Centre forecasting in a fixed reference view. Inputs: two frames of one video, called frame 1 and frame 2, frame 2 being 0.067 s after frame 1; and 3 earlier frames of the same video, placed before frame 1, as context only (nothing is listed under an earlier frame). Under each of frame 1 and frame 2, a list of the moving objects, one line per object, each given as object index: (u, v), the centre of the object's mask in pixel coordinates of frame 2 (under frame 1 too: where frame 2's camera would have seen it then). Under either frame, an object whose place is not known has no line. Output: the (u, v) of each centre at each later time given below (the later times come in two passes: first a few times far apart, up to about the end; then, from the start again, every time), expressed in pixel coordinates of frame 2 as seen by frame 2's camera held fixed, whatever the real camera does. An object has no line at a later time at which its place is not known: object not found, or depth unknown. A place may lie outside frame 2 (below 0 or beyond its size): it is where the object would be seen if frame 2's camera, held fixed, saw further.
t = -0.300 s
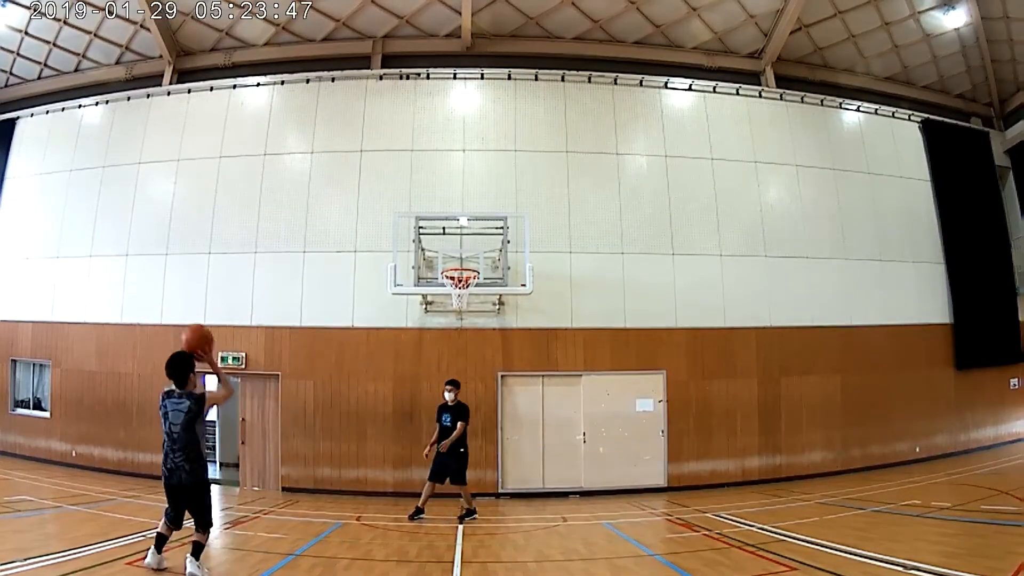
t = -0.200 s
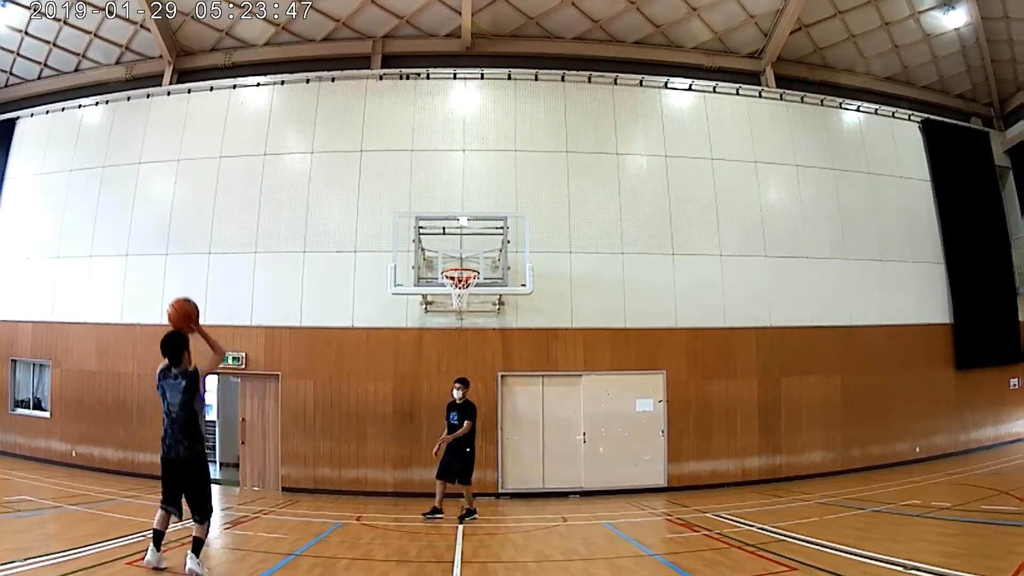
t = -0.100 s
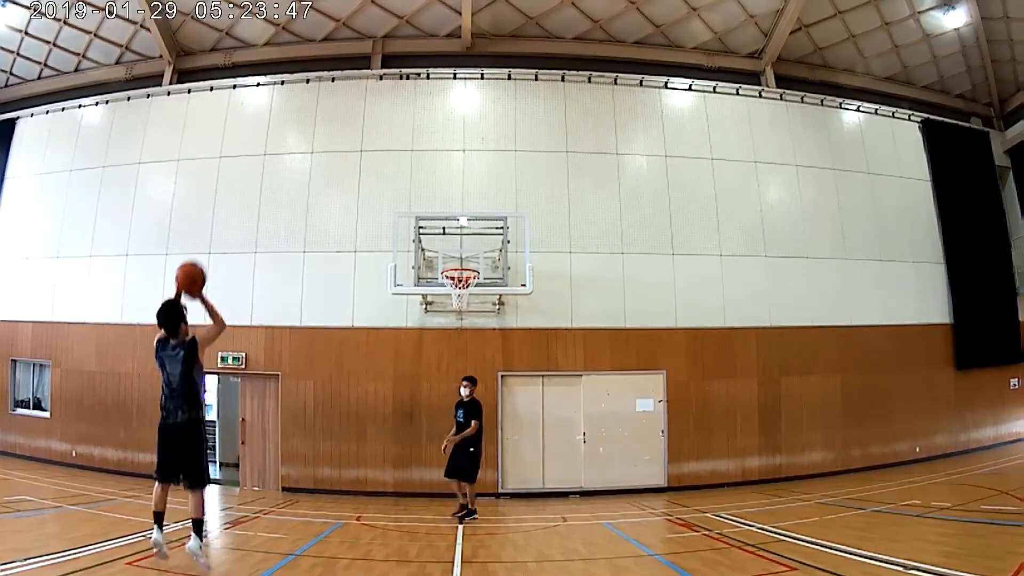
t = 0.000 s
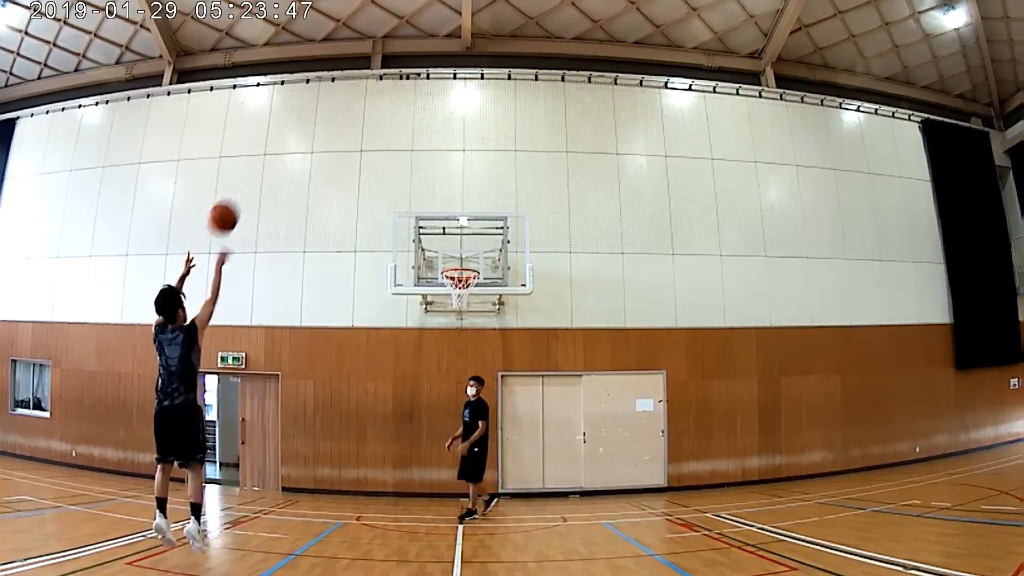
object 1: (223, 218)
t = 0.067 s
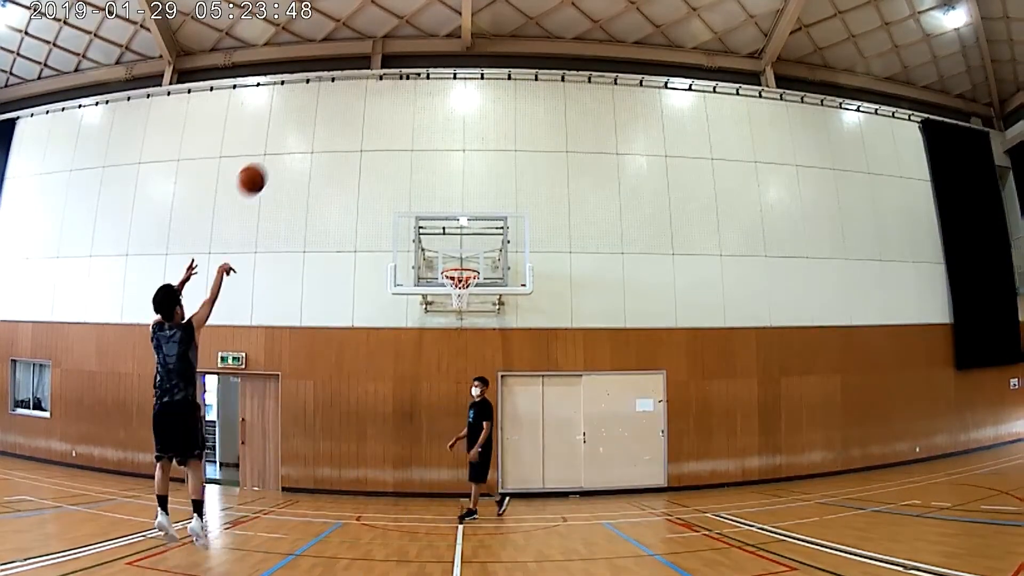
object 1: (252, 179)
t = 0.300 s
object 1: (329, 112)
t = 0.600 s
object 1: (396, 115)
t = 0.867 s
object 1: (440, 173)
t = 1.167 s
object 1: (465, 261)
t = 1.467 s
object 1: (426, 250)
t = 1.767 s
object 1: (387, 292)
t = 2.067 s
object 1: (339, 419)
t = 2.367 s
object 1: (300, 447)
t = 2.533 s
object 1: (286, 378)
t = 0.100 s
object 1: (265, 164)
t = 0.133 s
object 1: (277, 151)
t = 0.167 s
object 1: (289, 140)
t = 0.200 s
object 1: (300, 130)
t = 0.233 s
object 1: (310, 123)
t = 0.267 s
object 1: (320, 117)
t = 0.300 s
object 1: (329, 112)
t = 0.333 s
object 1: (338, 108)
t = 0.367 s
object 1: (346, 106)
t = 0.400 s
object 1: (355, 104)
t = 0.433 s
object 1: (362, 104)
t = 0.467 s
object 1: (370, 104)
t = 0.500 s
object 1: (376, 105)
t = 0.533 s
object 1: (383, 108)
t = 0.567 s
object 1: (389, 111)
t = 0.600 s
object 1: (396, 115)
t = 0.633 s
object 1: (402, 120)
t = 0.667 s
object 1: (408, 125)
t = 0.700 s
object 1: (413, 131)
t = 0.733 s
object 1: (419, 138)
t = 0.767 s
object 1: (424, 146)
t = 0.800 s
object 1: (429, 154)
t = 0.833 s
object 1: (434, 163)
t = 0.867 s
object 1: (440, 173)
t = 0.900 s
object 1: (444, 183)
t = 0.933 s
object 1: (449, 195)
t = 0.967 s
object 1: (454, 206)
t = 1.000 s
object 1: (458, 218)
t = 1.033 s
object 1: (462, 231)
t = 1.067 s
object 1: (467, 245)
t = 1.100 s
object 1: (471, 259)
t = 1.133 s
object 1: (470, 263)
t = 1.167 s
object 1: (465, 261)
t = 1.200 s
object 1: (460, 260)
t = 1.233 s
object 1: (455, 260)
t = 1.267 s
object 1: (451, 259)
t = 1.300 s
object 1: (447, 255)
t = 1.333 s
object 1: (443, 253)
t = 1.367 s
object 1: (439, 251)
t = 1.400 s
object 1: (435, 250)
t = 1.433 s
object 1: (430, 249)
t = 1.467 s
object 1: (426, 250)
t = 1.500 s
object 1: (422, 252)
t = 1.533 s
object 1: (417, 254)
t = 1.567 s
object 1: (415, 255)
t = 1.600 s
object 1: (410, 259)
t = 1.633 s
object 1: (406, 264)
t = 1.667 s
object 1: (401, 270)
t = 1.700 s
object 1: (397, 276)
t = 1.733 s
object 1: (392, 284)
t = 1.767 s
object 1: (387, 292)
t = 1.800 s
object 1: (382, 302)
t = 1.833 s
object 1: (376, 313)
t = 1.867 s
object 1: (371, 324)
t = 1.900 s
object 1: (367, 339)
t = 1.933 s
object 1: (361, 352)
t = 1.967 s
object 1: (356, 367)
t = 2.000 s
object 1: (351, 384)
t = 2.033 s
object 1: (345, 401)
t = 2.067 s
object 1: (339, 419)
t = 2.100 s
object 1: (334, 439)
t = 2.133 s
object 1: (329, 460)
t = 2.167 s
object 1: (323, 482)
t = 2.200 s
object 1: (318, 505)
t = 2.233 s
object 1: (315, 521)
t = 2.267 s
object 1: (310, 500)
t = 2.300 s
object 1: (308, 482)
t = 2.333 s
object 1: (303, 464)
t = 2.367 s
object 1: (300, 447)
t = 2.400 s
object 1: (298, 430)
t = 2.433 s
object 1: (295, 417)
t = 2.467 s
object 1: (292, 402)
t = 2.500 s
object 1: (289, 390)
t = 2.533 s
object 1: (286, 378)
